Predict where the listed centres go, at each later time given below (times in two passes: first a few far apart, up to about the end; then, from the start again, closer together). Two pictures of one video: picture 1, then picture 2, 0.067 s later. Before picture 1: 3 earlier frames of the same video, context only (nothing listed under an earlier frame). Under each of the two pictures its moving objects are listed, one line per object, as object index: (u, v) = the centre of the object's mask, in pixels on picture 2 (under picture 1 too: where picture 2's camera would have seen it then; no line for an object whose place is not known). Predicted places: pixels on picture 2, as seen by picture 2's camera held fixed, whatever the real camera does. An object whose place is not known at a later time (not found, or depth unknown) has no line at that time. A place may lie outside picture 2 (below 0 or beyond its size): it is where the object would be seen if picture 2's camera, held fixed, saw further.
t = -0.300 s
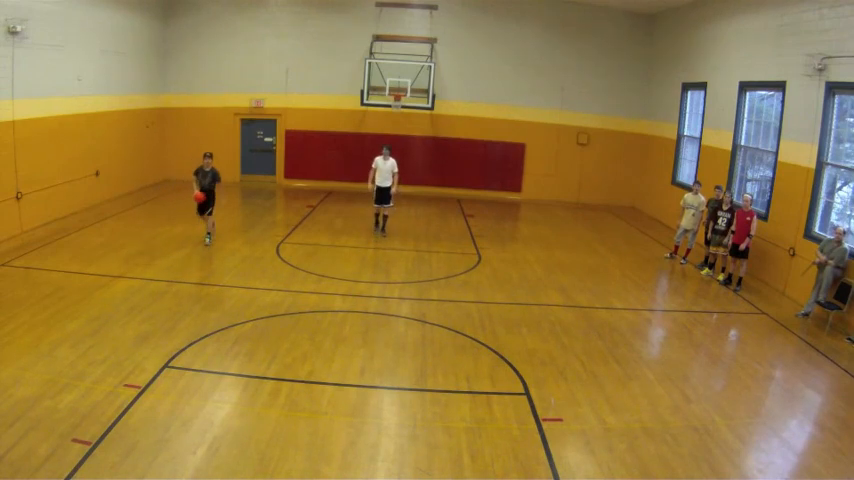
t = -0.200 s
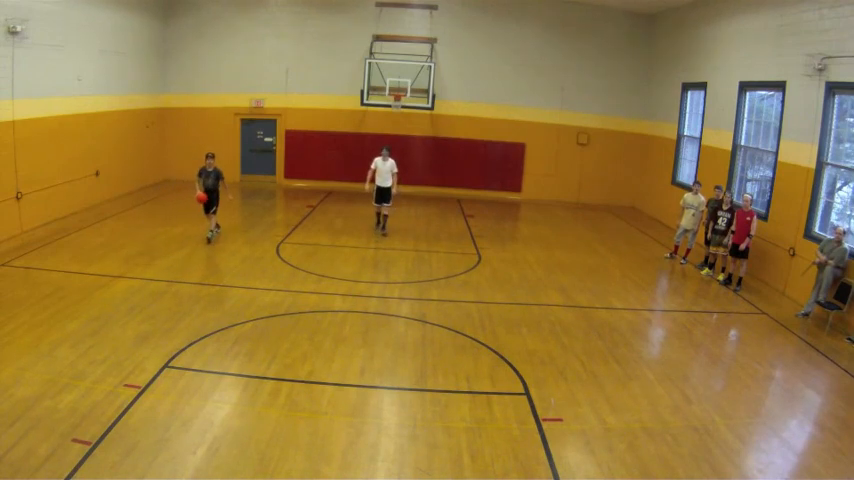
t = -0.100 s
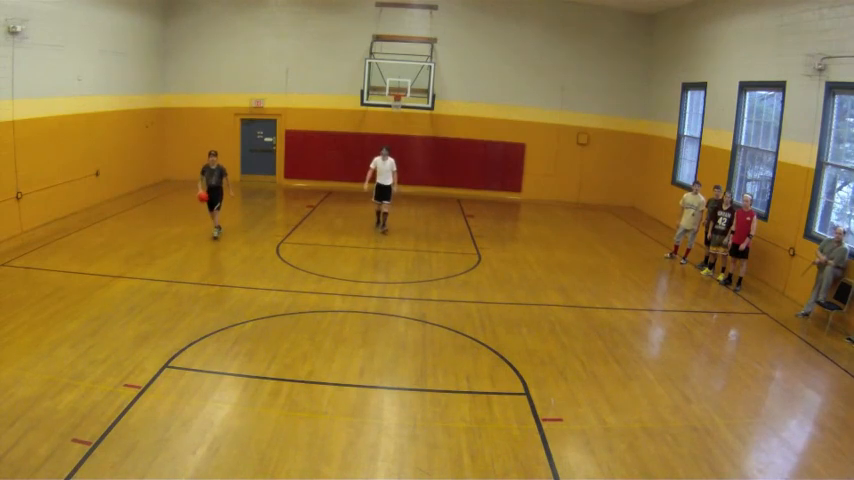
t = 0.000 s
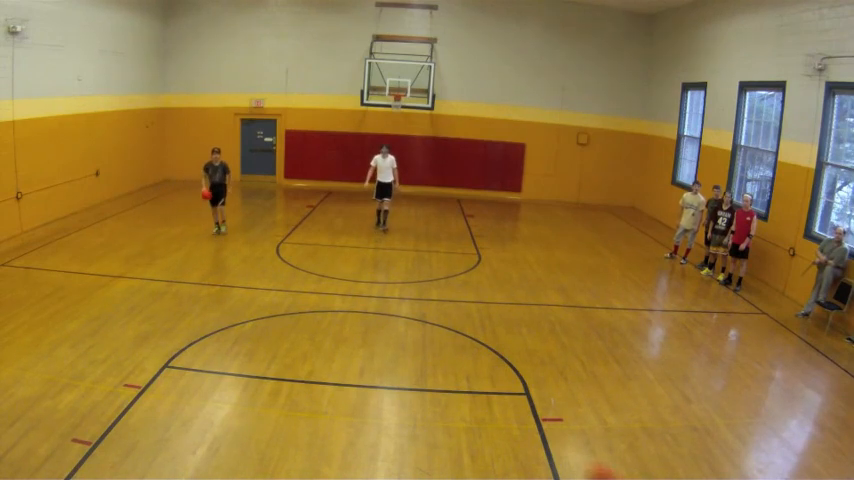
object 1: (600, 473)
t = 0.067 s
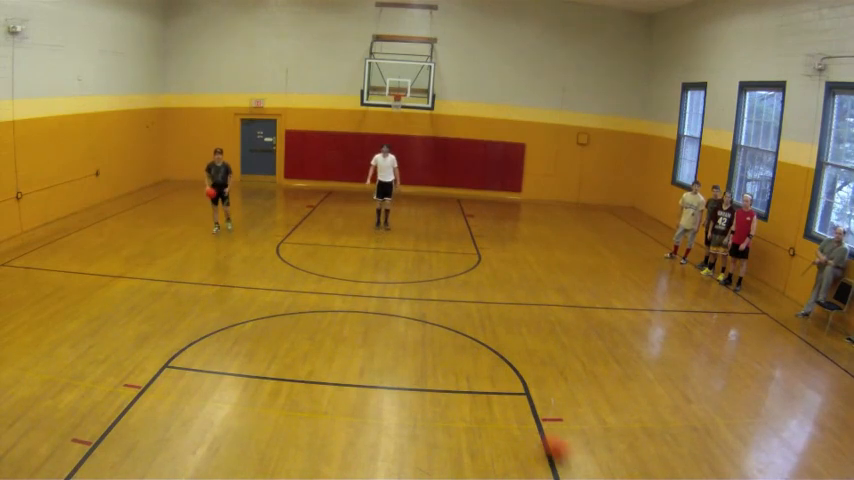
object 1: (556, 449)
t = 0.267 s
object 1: (453, 386)
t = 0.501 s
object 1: (382, 339)
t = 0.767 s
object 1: (328, 303)
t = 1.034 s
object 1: (292, 276)
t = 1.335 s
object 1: (264, 255)
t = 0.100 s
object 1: (534, 437)
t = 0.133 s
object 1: (516, 425)
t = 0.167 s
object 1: (499, 414)
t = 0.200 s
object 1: (481, 404)
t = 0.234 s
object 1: (467, 395)
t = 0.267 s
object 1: (453, 386)
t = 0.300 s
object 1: (441, 379)
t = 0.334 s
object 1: (429, 370)
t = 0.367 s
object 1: (419, 364)
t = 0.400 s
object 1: (408, 357)
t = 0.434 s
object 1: (399, 351)
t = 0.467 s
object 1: (390, 344)
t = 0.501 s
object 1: (382, 339)
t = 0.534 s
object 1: (373, 333)
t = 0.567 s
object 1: (366, 328)
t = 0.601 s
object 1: (359, 324)
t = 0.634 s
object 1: (351, 319)
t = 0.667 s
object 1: (346, 314)
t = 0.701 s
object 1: (340, 310)
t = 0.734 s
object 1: (334, 306)
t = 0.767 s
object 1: (328, 303)
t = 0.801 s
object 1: (323, 298)
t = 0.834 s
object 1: (318, 295)
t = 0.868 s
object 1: (313, 291)
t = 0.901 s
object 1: (309, 288)
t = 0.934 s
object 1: (304, 286)
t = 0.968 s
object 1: (300, 282)
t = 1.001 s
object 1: (296, 278)
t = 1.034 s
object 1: (292, 276)
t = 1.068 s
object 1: (288, 274)
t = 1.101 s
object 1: (285, 271)
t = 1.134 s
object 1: (282, 268)
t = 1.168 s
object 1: (278, 266)
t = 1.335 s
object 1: (264, 255)
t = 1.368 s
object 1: (262, 253)
